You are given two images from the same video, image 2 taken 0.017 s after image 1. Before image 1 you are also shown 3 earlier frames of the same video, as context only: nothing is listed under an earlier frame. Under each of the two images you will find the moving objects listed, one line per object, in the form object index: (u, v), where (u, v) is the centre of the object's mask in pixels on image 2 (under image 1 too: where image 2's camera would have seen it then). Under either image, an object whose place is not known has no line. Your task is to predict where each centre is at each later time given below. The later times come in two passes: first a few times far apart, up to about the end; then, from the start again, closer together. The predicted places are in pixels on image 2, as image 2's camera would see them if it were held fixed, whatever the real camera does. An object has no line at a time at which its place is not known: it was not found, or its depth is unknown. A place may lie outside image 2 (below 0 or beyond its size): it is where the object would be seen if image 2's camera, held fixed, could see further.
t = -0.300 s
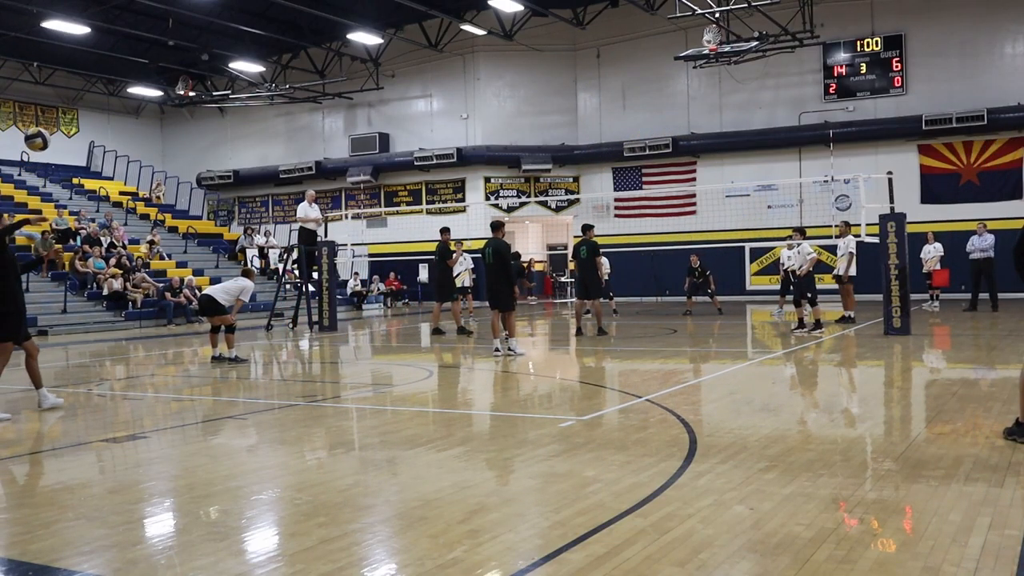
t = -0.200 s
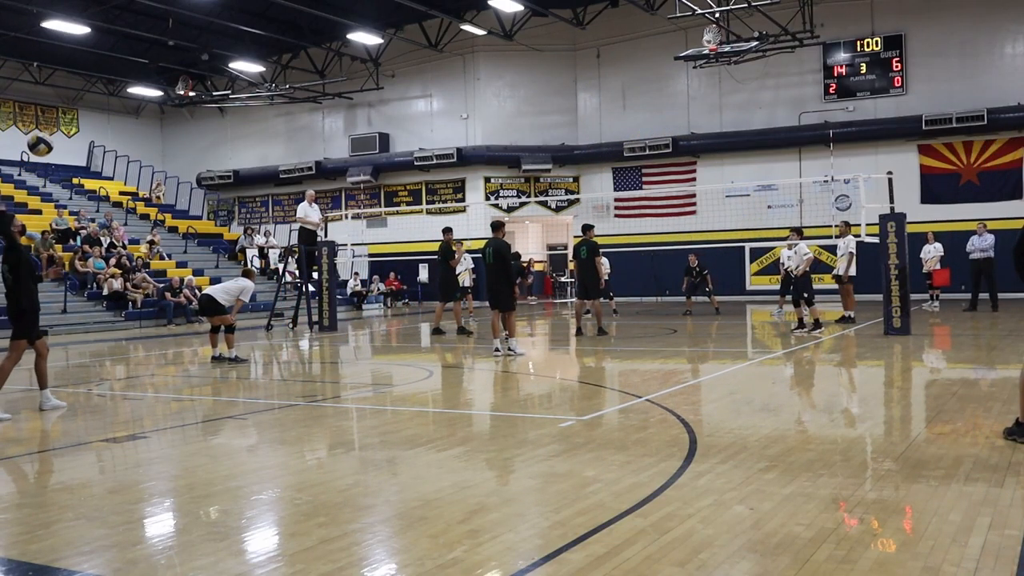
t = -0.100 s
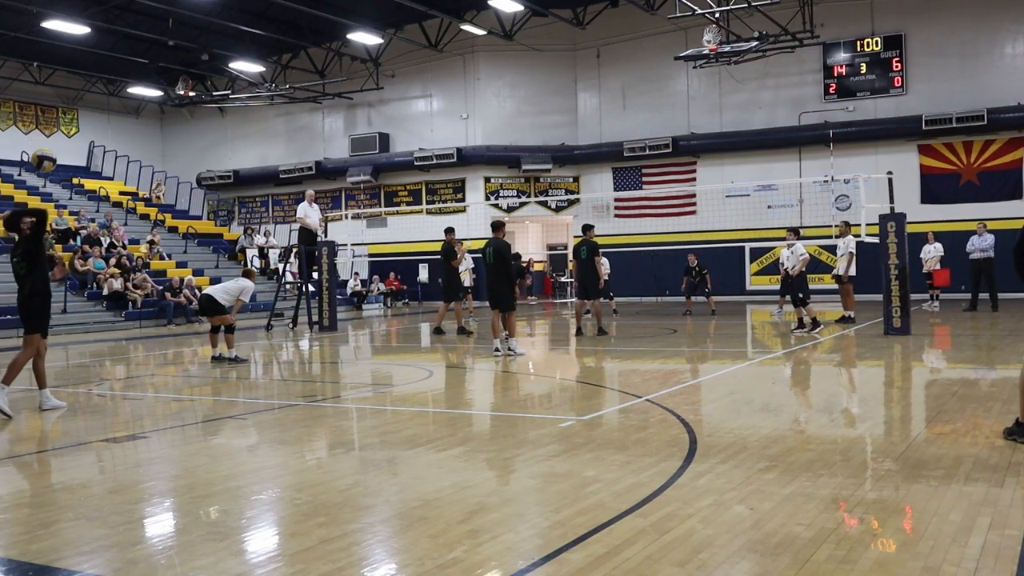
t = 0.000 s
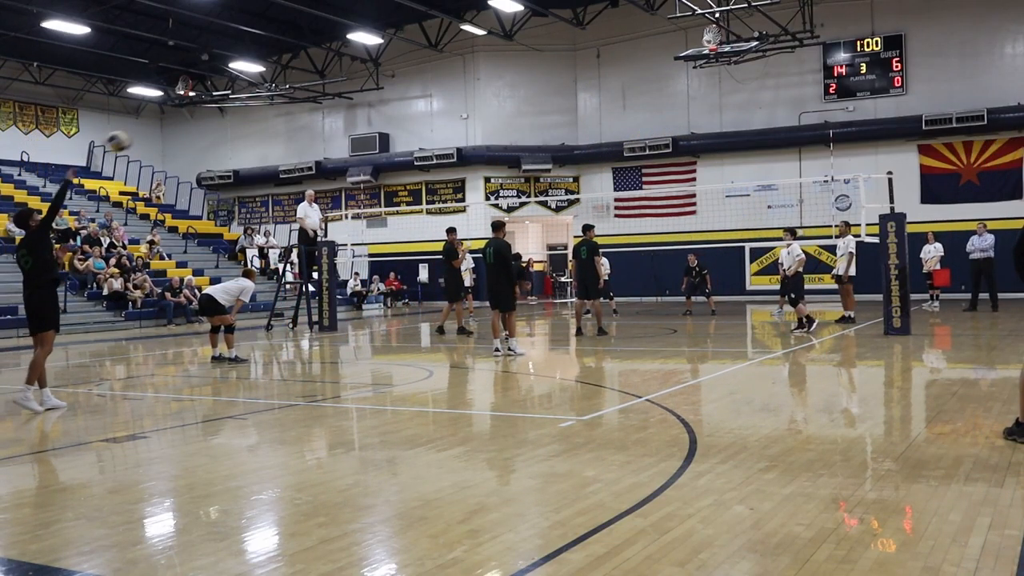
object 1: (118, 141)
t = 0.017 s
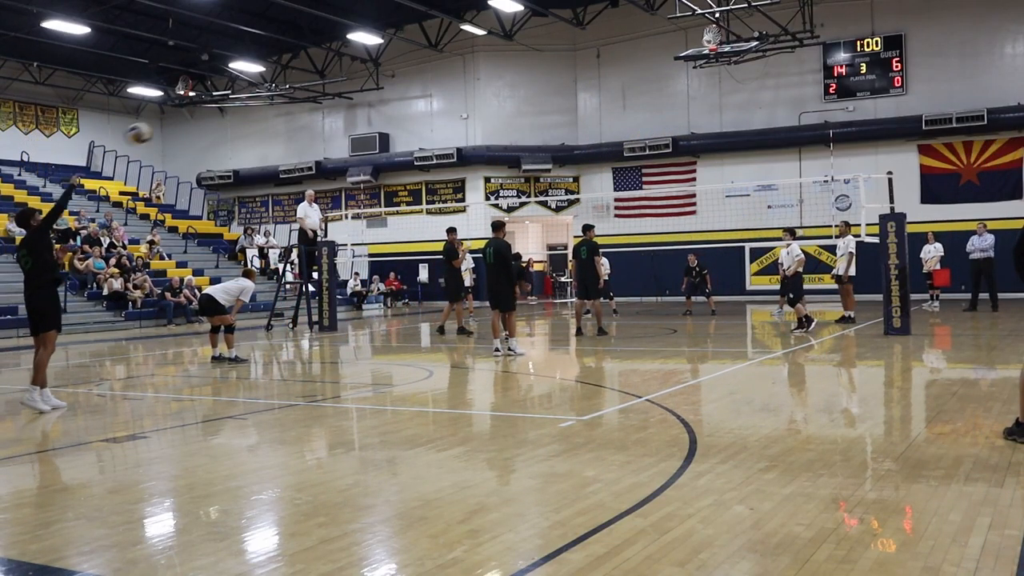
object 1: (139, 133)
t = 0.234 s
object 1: (348, 75)
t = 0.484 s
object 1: (497, 82)
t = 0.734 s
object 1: (594, 123)
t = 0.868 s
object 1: (631, 153)
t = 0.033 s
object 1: (160, 125)
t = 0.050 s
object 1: (179, 118)
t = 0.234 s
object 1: (348, 75)
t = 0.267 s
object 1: (372, 75)
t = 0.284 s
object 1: (383, 73)
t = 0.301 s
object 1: (395, 73)
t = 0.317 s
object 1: (406, 73)
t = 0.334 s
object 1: (417, 73)
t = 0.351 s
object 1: (427, 73)
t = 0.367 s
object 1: (437, 74)
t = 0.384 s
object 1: (446, 74)
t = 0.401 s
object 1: (456, 75)
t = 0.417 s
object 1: (465, 75)
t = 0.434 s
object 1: (473, 77)
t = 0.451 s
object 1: (481, 79)
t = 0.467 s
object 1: (489, 80)
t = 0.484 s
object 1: (497, 82)
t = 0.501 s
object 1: (505, 83)
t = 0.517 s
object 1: (513, 85)
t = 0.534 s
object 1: (520, 87)
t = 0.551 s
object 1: (527, 90)
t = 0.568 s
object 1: (533, 92)
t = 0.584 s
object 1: (540, 94)
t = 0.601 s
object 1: (547, 97)
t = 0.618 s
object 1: (554, 100)
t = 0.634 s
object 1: (560, 102)
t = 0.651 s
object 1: (565, 106)
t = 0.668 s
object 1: (571, 109)
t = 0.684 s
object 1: (577, 113)
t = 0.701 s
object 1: (582, 116)
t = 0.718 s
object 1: (588, 119)
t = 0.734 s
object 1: (594, 123)
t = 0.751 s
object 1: (600, 126)
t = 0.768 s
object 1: (604, 130)
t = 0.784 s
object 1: (609, 134)
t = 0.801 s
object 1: (614, 137)
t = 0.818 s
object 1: (618, 141)
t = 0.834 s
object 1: (622, 145)
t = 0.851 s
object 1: (627, 148)
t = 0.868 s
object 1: (631, 153)
